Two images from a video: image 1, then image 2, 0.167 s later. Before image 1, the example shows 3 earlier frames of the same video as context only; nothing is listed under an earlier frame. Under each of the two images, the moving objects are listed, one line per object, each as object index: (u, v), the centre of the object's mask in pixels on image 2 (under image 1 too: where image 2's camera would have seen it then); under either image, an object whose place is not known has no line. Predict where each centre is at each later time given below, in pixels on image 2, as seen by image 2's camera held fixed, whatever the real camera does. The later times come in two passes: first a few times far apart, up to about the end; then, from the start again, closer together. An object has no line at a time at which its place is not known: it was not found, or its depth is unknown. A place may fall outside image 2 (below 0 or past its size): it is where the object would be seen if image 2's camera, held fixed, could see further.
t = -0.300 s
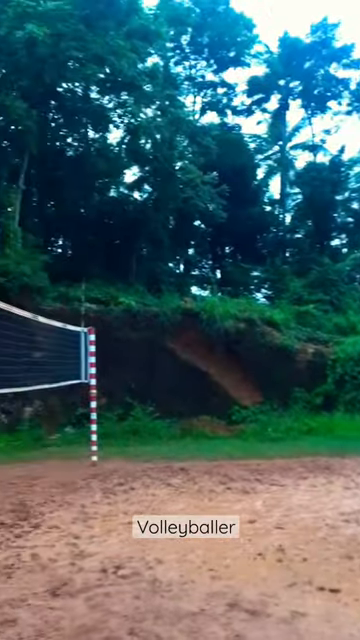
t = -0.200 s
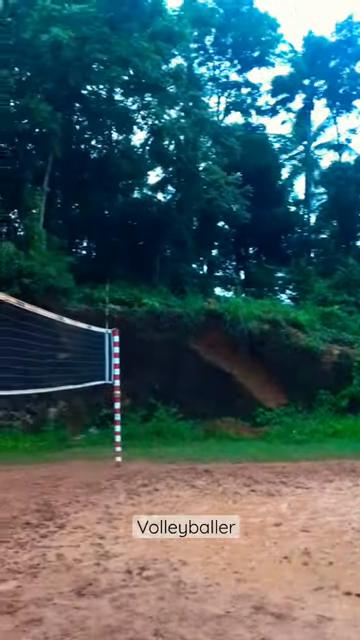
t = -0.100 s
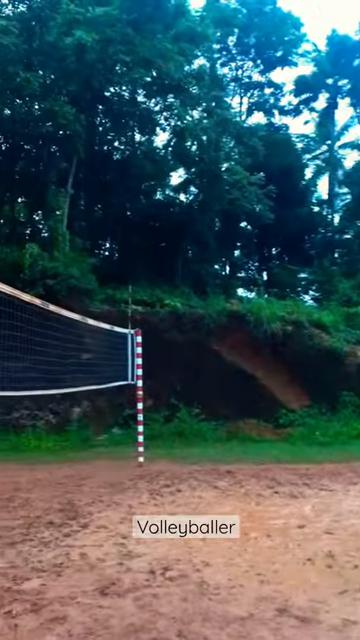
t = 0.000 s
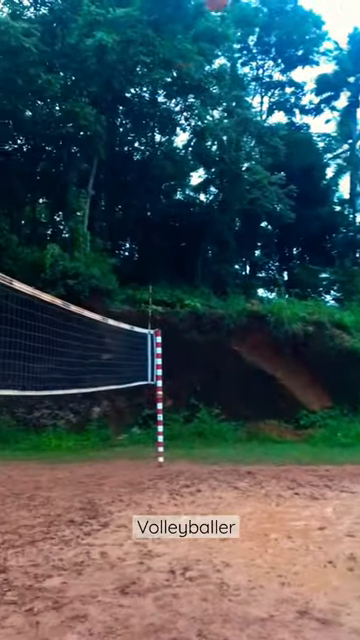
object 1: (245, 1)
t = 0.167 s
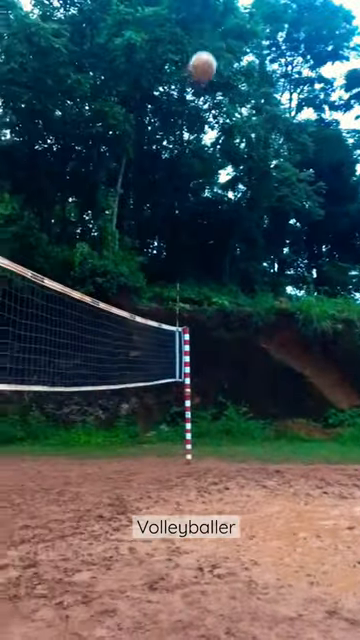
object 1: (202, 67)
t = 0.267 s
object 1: (174, 129)
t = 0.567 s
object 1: (74, 423)
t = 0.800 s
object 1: (30, 496)
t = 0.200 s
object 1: (192, 86)
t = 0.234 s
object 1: (183, 107)
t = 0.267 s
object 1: (174, 129)
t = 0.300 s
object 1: (163, 155)
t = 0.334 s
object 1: (153, 181)
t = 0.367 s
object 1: (143, 210)
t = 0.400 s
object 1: (132, 240)
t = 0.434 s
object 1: (122, 273)
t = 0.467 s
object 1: (111, 307)
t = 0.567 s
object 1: (74, 423)
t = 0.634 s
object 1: (49, 517)
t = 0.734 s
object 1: (23, 572)
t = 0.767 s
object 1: (27, 534)
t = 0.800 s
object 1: (30, 496)
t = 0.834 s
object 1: (33, 461)
